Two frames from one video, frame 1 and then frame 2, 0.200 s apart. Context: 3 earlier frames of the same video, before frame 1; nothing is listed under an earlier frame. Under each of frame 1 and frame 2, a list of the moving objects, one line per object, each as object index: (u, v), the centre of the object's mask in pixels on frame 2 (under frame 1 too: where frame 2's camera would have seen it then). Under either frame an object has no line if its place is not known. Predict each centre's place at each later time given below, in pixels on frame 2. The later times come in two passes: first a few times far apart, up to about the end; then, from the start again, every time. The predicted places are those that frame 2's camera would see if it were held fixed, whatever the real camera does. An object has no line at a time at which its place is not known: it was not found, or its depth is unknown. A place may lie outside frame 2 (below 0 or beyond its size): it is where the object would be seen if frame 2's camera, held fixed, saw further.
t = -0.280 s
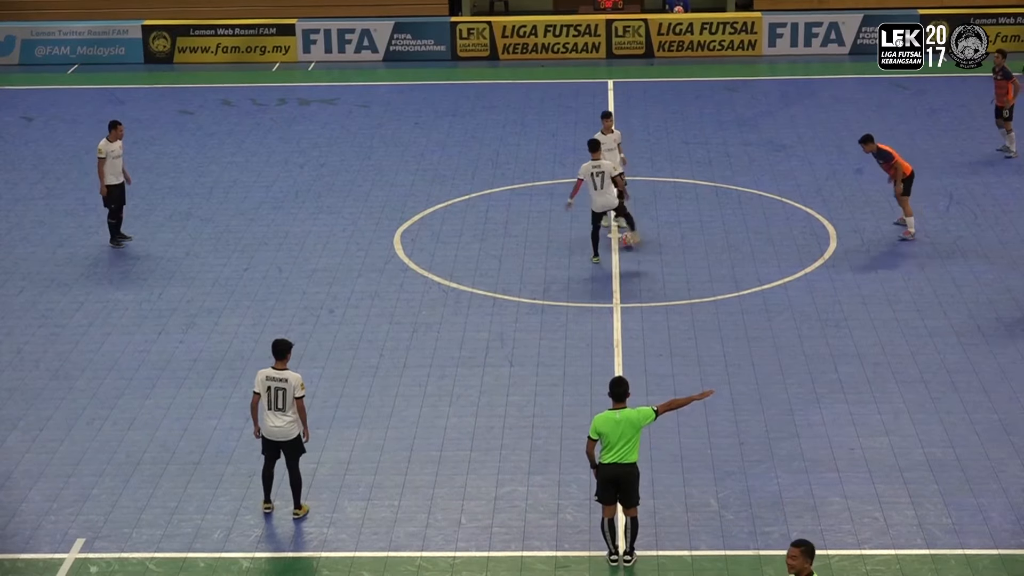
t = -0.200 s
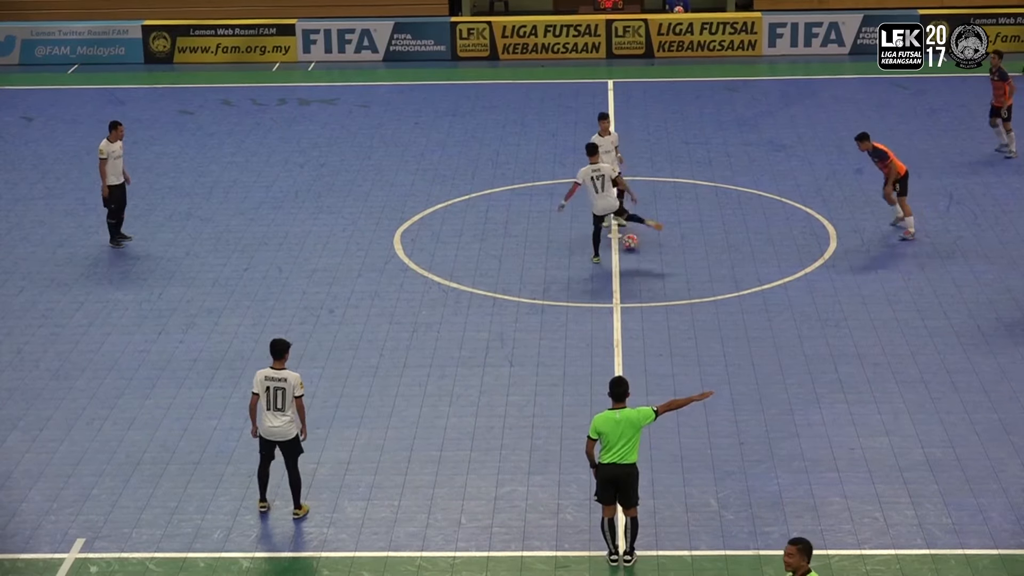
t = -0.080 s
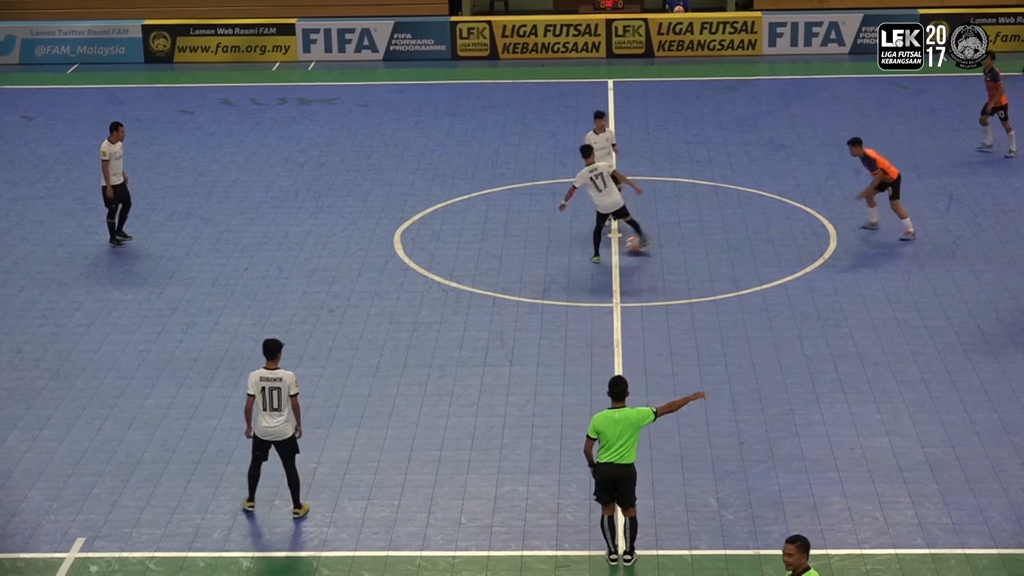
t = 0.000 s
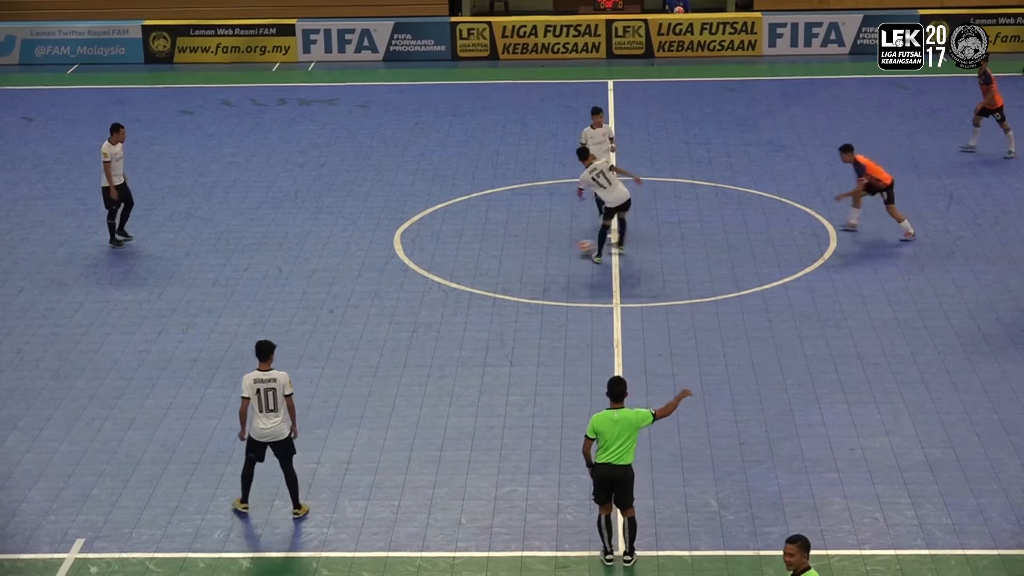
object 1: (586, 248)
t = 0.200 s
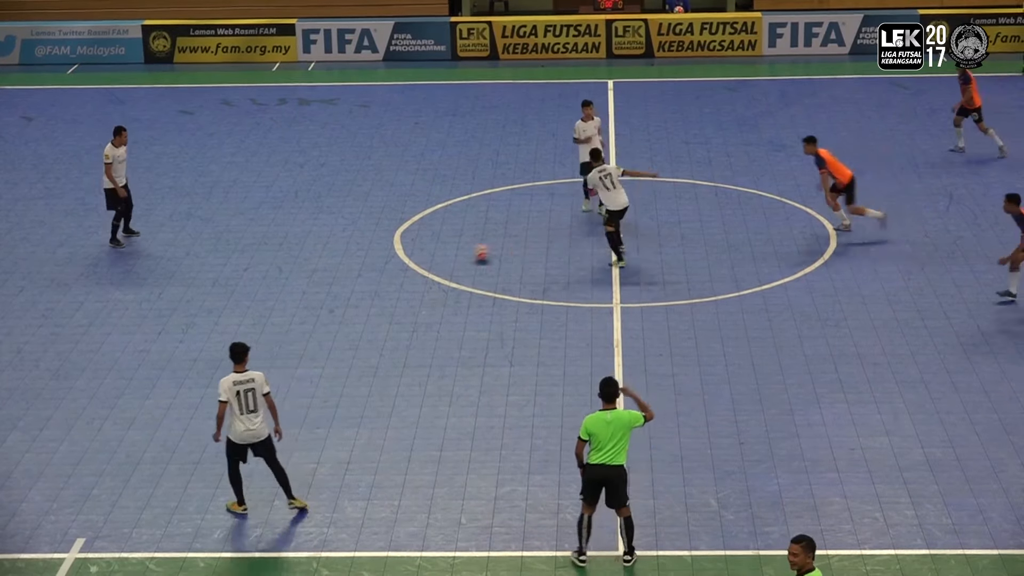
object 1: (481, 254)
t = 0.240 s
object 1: (463, 256)
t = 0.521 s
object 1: (351, 264)
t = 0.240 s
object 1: (463, 256)
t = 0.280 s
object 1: (444, 256)
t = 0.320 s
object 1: (428, 257)
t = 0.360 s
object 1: (411, 258)
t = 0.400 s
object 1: (395, 260)
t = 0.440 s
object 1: (381, 262)
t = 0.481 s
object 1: (366, 263)
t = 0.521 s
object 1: (351, 264)
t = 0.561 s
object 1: (338, 265)
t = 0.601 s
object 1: (325, 266)
